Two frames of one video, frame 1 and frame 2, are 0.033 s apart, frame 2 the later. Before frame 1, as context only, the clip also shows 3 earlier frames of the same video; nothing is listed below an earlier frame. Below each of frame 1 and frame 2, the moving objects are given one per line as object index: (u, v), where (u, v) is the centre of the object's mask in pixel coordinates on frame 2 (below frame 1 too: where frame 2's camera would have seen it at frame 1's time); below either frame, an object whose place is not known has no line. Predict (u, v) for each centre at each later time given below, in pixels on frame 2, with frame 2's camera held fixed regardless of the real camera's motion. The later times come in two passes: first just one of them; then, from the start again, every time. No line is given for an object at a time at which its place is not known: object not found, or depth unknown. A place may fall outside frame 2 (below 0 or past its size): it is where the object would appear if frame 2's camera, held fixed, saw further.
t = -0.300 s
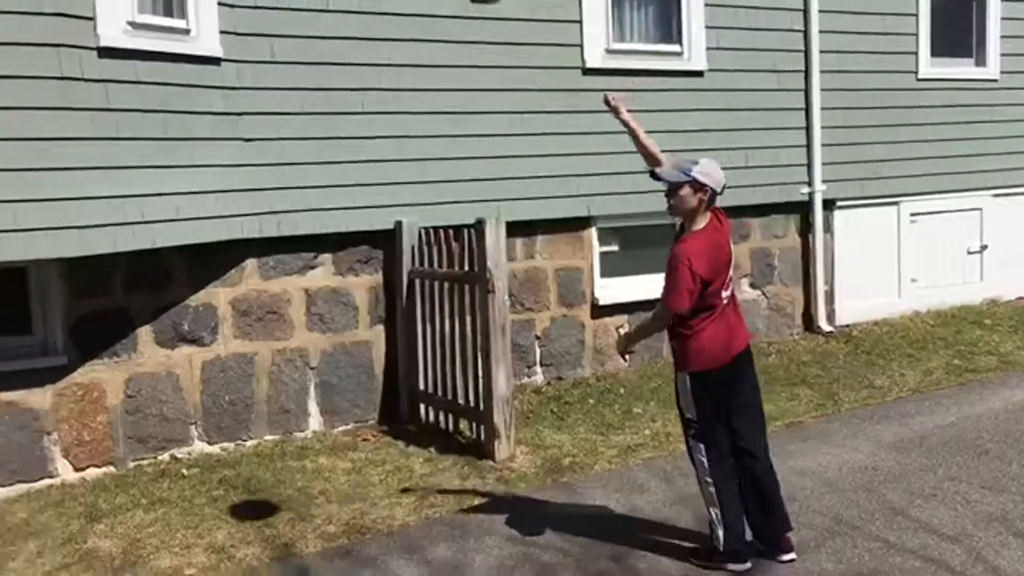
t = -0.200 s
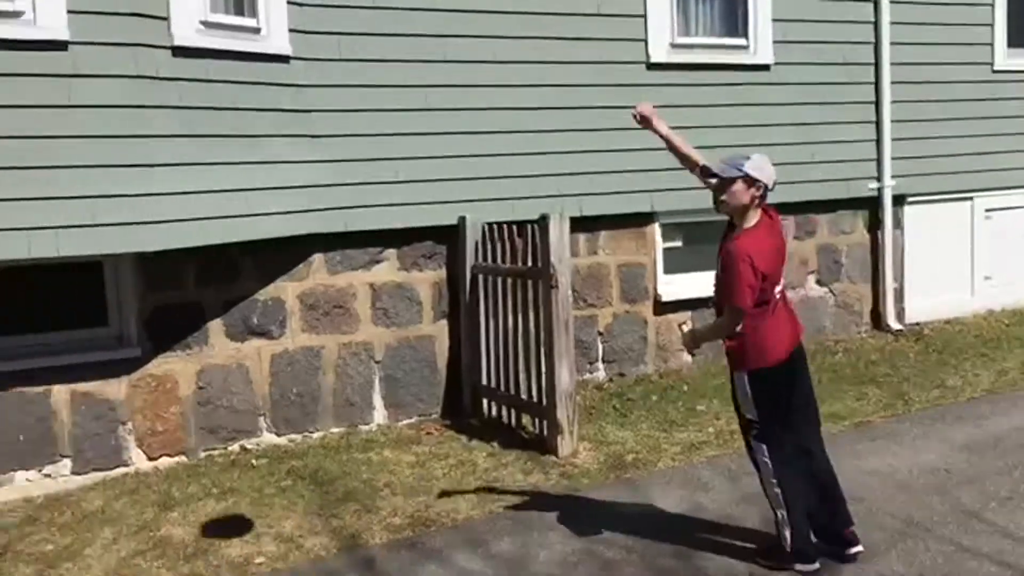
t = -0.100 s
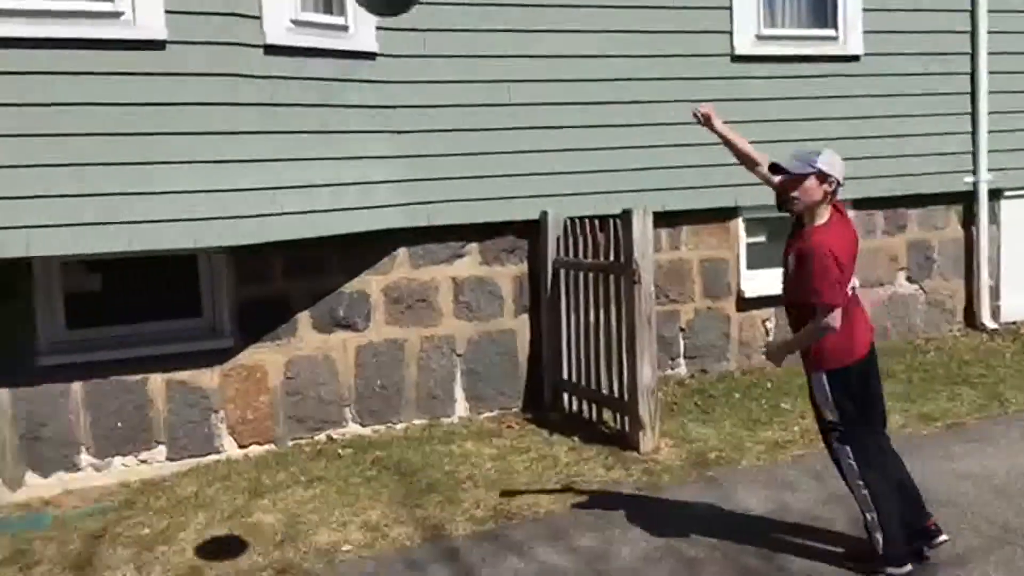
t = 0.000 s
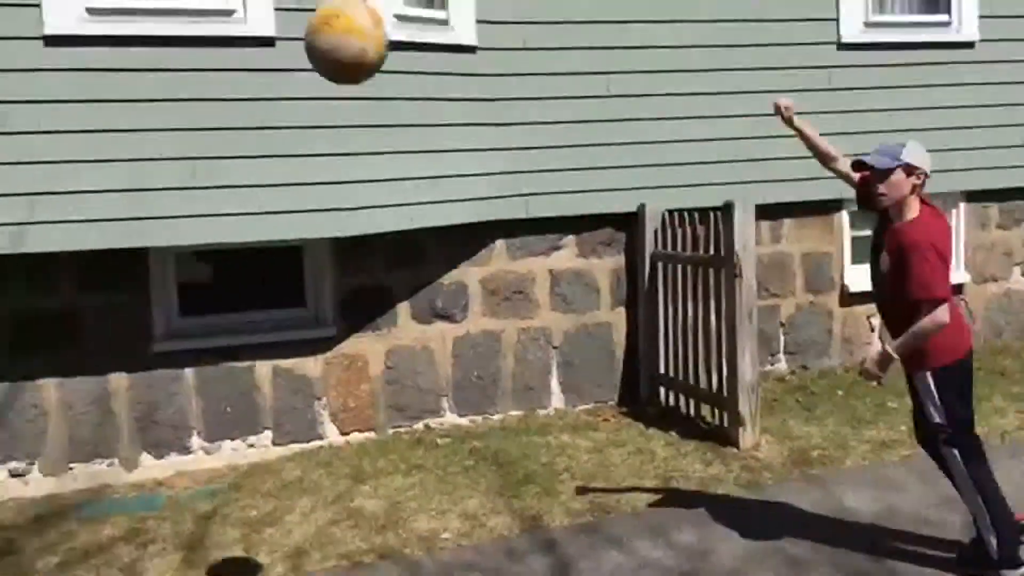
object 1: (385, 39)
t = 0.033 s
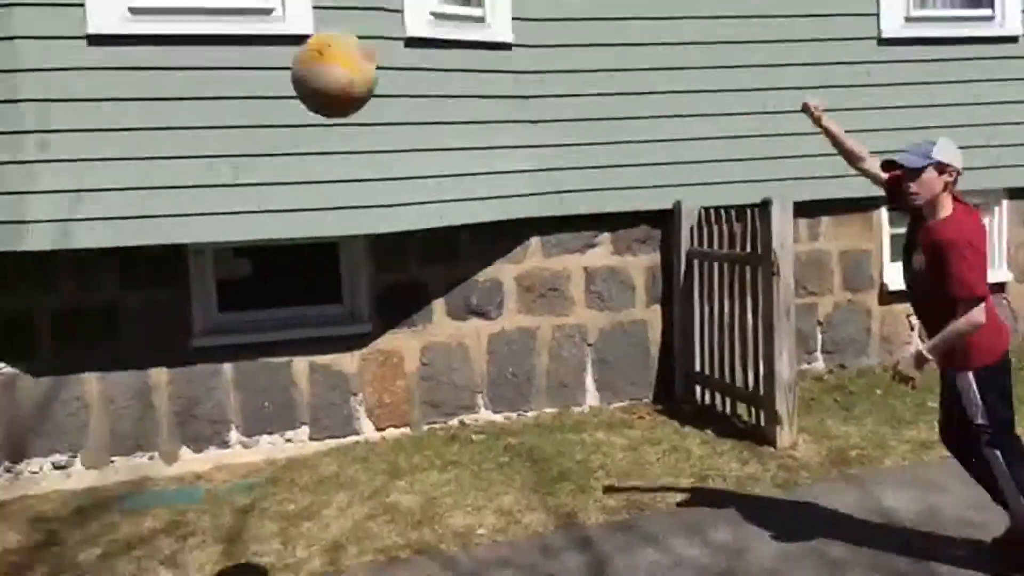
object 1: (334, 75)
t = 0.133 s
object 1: (179, 214)
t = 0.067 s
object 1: (283, 116)
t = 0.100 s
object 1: (231, 163)
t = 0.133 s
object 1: (179, 214)
